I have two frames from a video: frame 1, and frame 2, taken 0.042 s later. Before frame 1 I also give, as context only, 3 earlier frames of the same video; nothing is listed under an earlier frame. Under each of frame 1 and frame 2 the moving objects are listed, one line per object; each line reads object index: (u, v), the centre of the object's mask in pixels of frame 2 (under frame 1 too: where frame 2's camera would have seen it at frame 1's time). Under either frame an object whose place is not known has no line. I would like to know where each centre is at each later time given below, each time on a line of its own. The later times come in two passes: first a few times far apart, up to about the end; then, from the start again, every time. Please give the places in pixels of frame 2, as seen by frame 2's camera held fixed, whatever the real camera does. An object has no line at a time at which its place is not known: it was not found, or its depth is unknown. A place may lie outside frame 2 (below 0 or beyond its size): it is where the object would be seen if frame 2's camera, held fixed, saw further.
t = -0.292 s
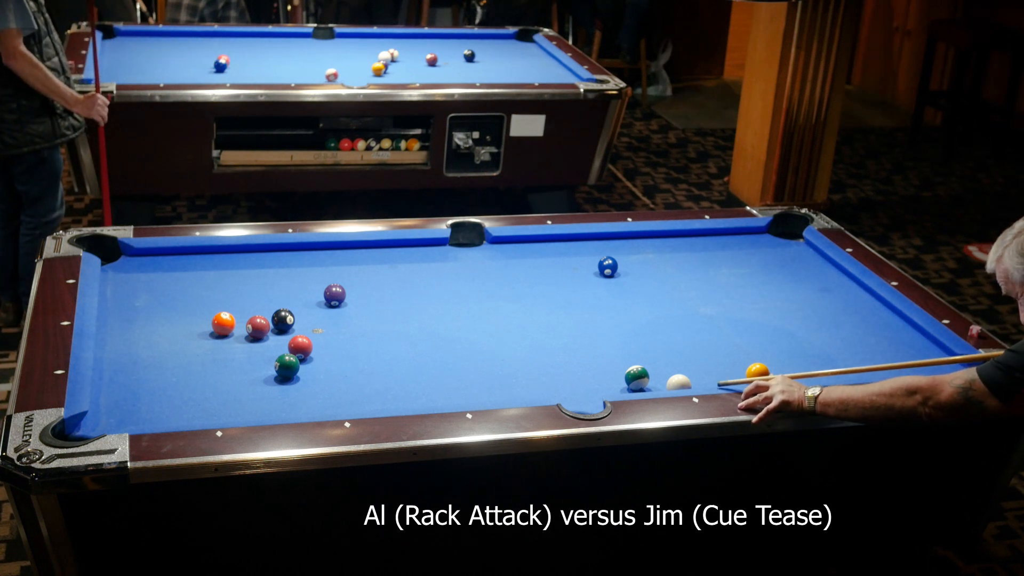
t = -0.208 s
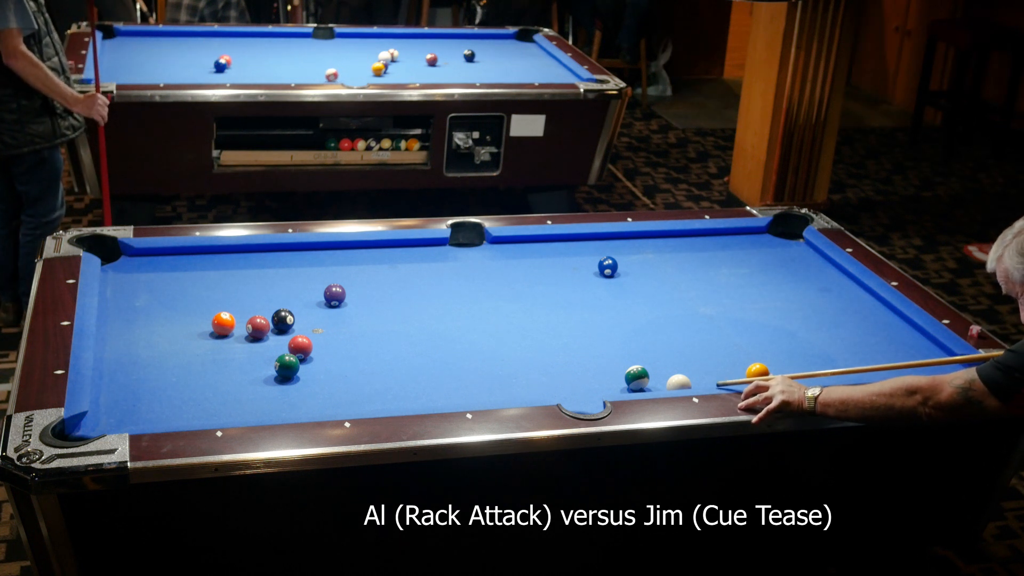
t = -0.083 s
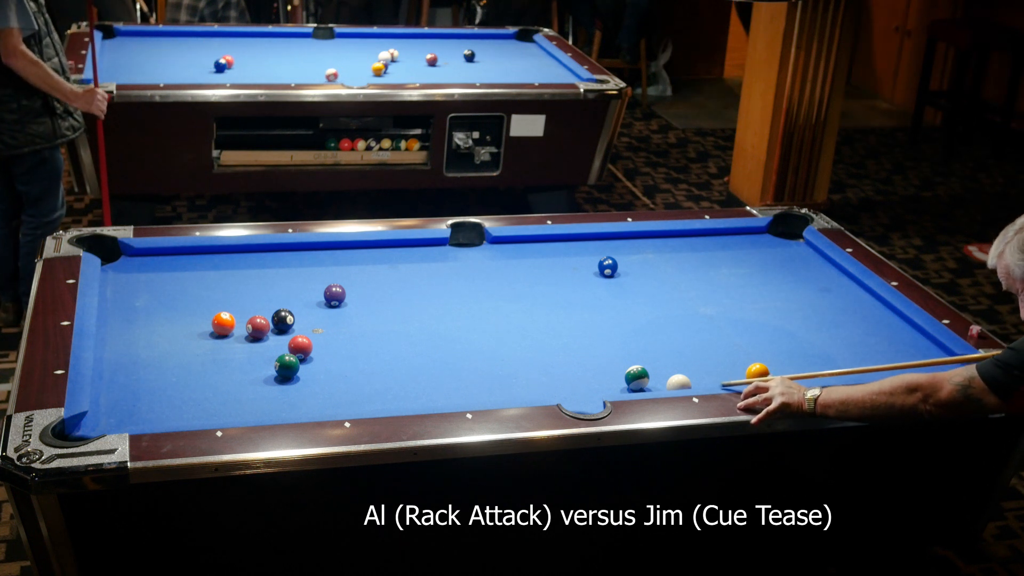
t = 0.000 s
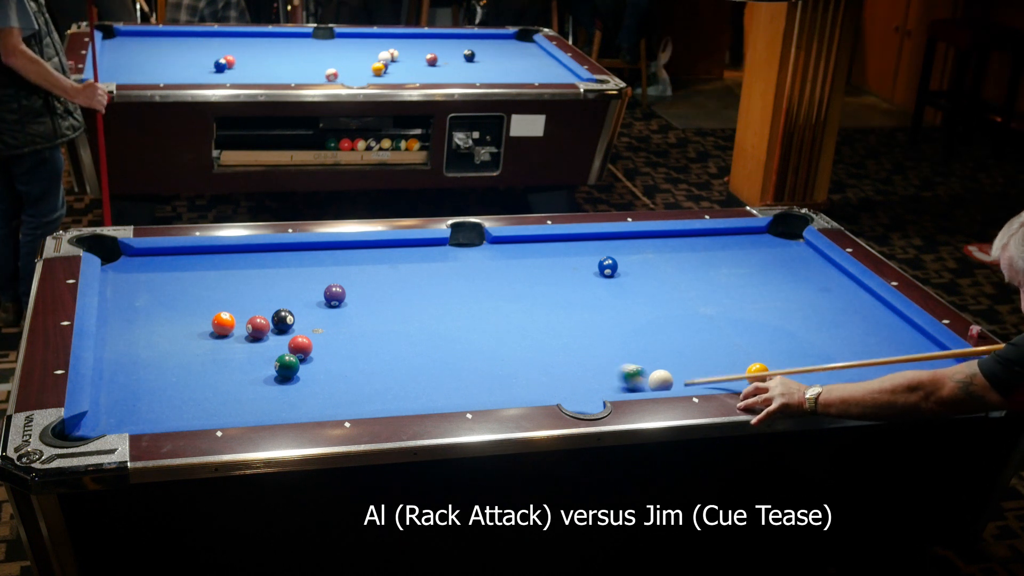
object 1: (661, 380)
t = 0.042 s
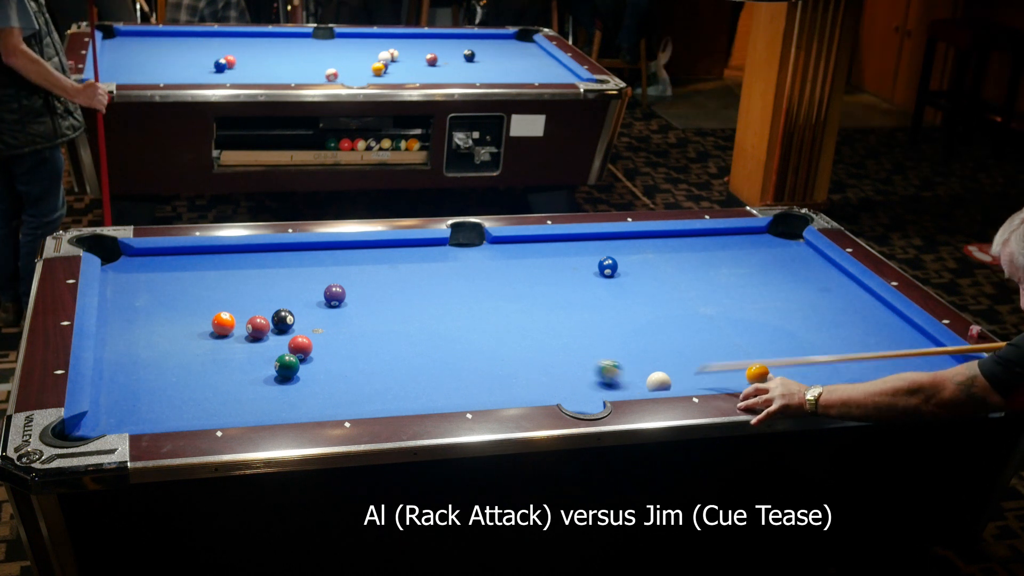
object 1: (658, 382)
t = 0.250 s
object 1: (651, 384)
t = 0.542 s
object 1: (644, 385)
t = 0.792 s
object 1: (643, 385)
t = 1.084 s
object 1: (644, 385)
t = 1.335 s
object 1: (644, 385)
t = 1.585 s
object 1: (644, 385)
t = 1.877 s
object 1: (644, 385)
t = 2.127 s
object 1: (644, 385)
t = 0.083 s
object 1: (657, 382)
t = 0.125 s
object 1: (655, 383)
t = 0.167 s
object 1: (654, 383)
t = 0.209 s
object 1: (653, 383)
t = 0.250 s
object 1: (651, 384)
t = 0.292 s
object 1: (650, 384)
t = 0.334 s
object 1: (649, 384)
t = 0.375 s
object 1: (648, 385)
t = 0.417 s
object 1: (646, 385)
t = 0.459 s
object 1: (646, 385)
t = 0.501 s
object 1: (645, 385)
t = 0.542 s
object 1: (644, 385)
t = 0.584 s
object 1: (643, 385)
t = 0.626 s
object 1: (643, 385)
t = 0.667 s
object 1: (642, 385)
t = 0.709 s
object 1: (642, 385)
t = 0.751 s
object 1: (642, 385)
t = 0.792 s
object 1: (643, 385)
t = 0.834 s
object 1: (643, 385)
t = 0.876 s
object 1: (643, 385)
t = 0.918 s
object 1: (643, 385)
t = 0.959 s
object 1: (643, 385)
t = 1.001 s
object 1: (644, 385)
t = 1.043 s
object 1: (644, 385)
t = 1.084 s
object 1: (644, 385)
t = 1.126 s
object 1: (644, 385)
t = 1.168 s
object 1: (644, 385)
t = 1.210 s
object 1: (644, 385)
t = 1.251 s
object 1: (644, 385)
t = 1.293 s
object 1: (644, 385)
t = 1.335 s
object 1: (644, 385)
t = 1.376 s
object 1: (644, 385)
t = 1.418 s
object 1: (644, 385)
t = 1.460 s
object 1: (644, 385)
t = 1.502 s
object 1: (644, 385)
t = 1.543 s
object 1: (644, 385)
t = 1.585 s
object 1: (644, 385)
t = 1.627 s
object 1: (644, 385)
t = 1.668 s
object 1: (644, 385)
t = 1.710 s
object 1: (644, 385)
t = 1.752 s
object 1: (644, 385)
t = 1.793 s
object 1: (644, 385)
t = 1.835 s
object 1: (644, 385)
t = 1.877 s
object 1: (644, 385)
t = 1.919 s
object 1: (644, 385)
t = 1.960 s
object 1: (644, 385)
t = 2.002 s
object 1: (644, 385)
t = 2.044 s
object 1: (644, 385)
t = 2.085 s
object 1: (644, 385)
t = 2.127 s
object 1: (644, 385)
